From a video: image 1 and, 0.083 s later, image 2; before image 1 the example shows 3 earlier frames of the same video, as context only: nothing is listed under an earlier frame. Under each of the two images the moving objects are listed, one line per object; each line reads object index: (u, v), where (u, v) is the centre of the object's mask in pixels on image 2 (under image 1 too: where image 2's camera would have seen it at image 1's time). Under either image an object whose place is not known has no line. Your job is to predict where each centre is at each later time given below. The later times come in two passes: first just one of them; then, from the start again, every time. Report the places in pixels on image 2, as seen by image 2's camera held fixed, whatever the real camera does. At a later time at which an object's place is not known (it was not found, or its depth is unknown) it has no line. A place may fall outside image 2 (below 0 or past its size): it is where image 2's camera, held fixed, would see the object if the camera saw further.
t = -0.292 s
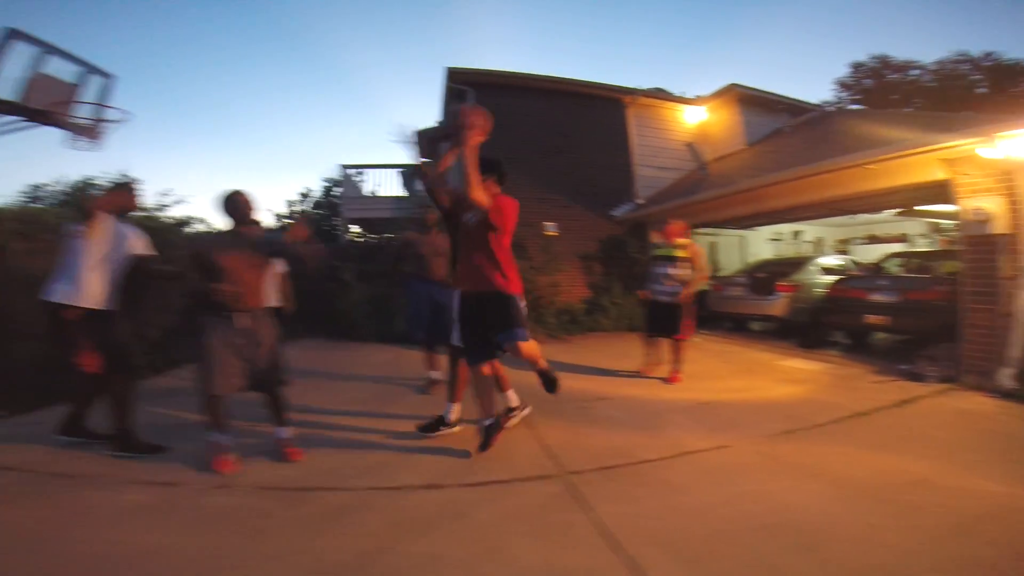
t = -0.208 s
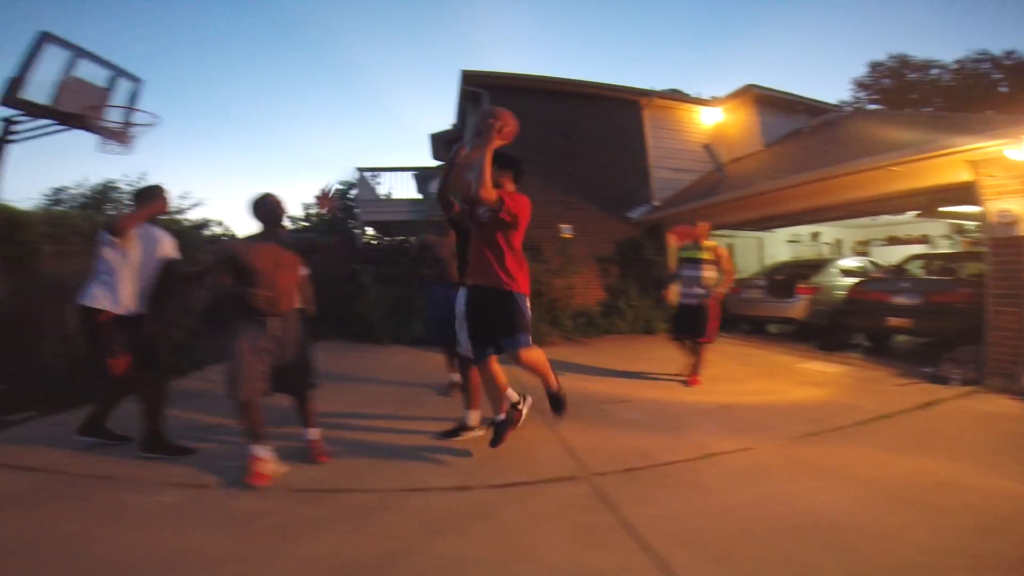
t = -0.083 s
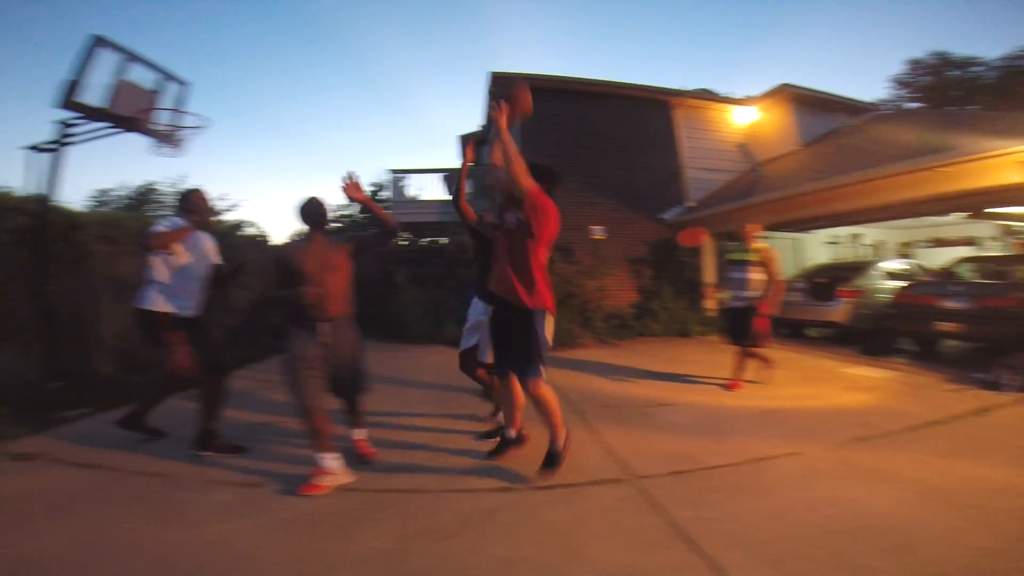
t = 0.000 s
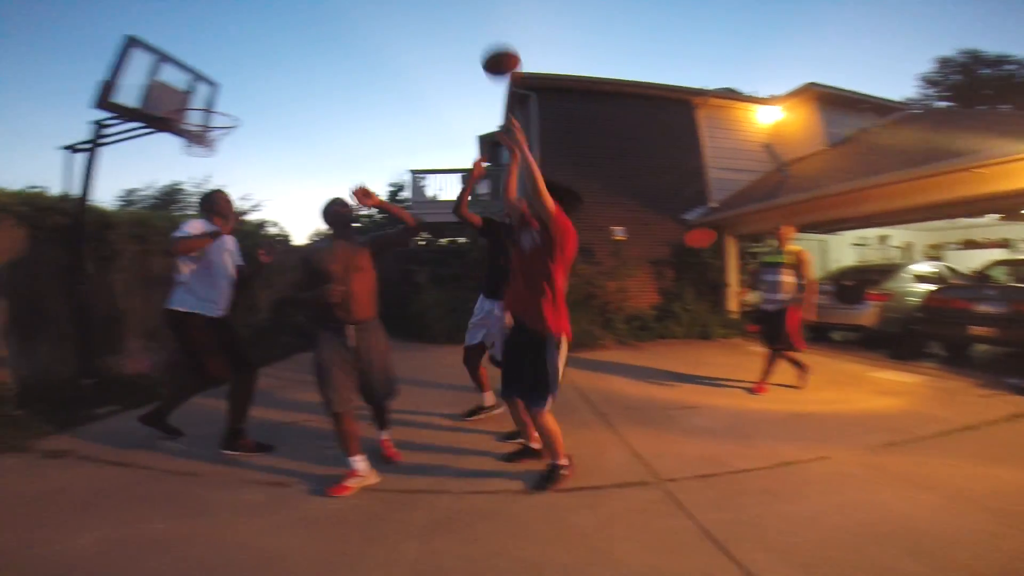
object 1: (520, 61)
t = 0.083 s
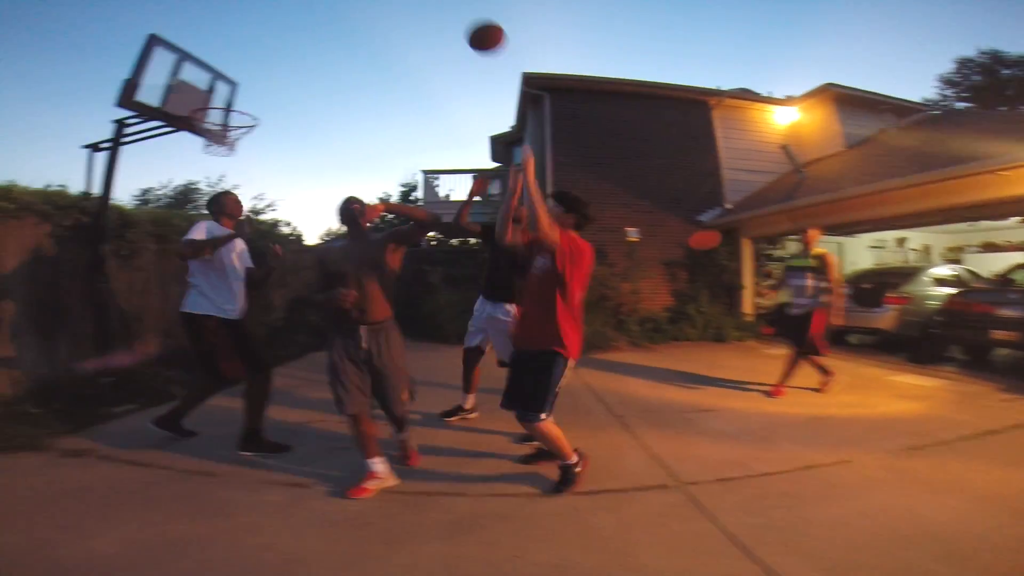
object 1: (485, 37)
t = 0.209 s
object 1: (434, 16)
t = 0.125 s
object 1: (467, 28)
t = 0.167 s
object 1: (450, 21)
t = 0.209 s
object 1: (434, 16)
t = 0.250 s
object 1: (417, 13)
